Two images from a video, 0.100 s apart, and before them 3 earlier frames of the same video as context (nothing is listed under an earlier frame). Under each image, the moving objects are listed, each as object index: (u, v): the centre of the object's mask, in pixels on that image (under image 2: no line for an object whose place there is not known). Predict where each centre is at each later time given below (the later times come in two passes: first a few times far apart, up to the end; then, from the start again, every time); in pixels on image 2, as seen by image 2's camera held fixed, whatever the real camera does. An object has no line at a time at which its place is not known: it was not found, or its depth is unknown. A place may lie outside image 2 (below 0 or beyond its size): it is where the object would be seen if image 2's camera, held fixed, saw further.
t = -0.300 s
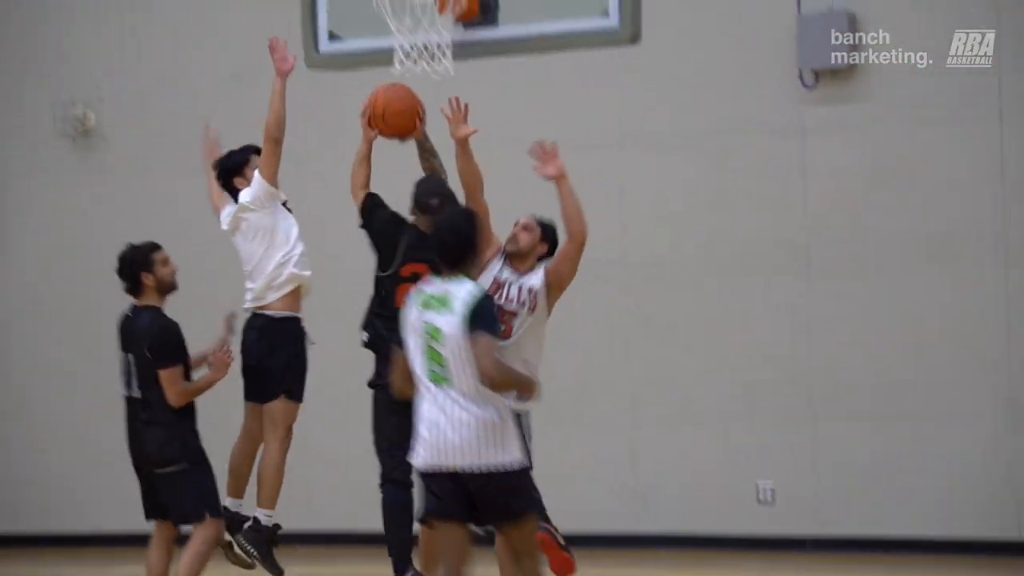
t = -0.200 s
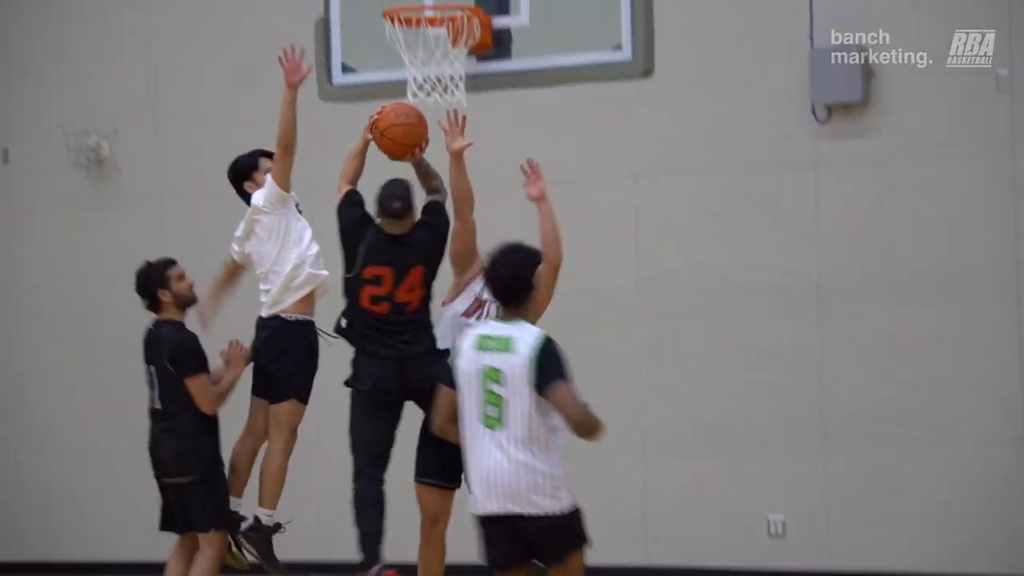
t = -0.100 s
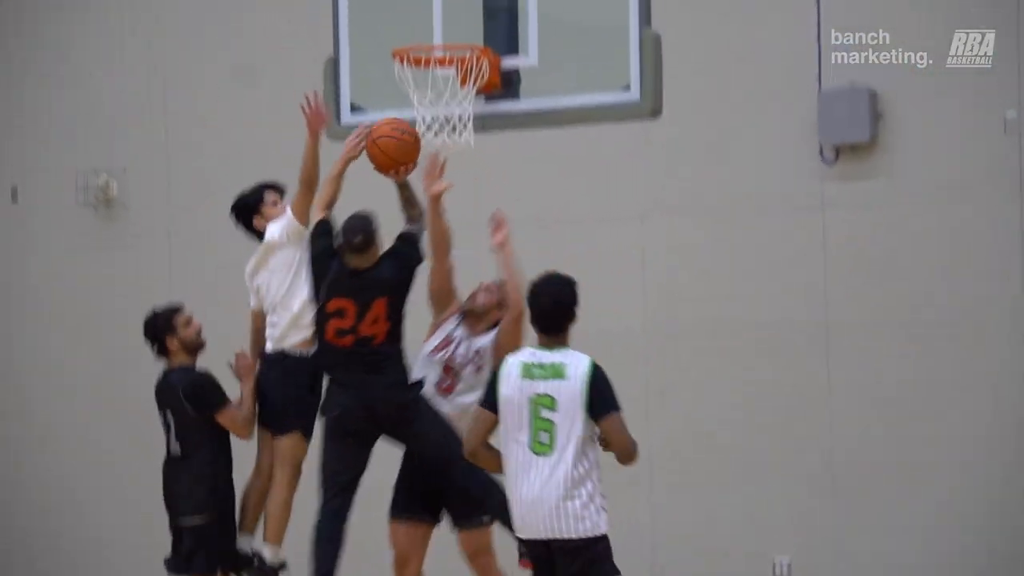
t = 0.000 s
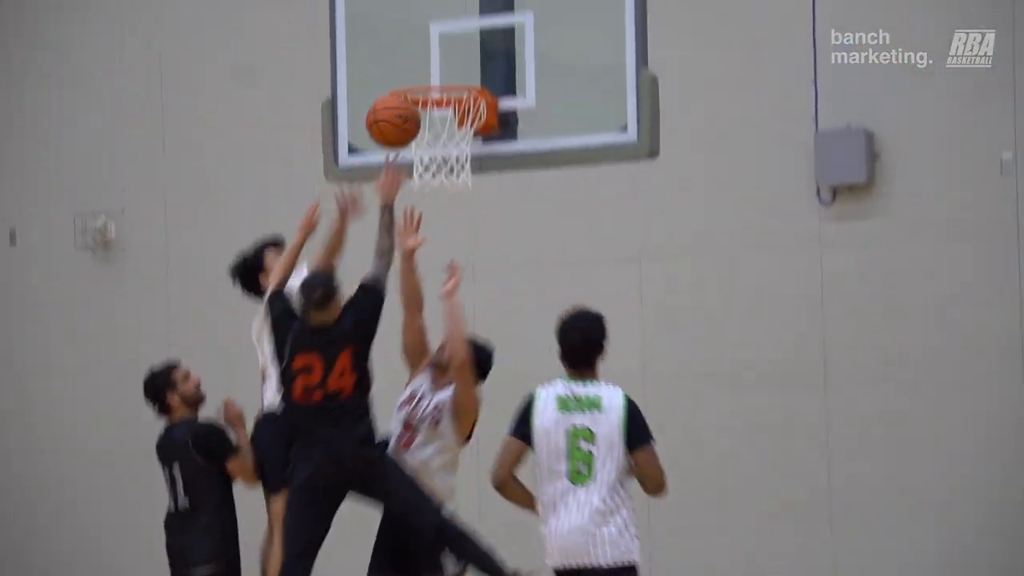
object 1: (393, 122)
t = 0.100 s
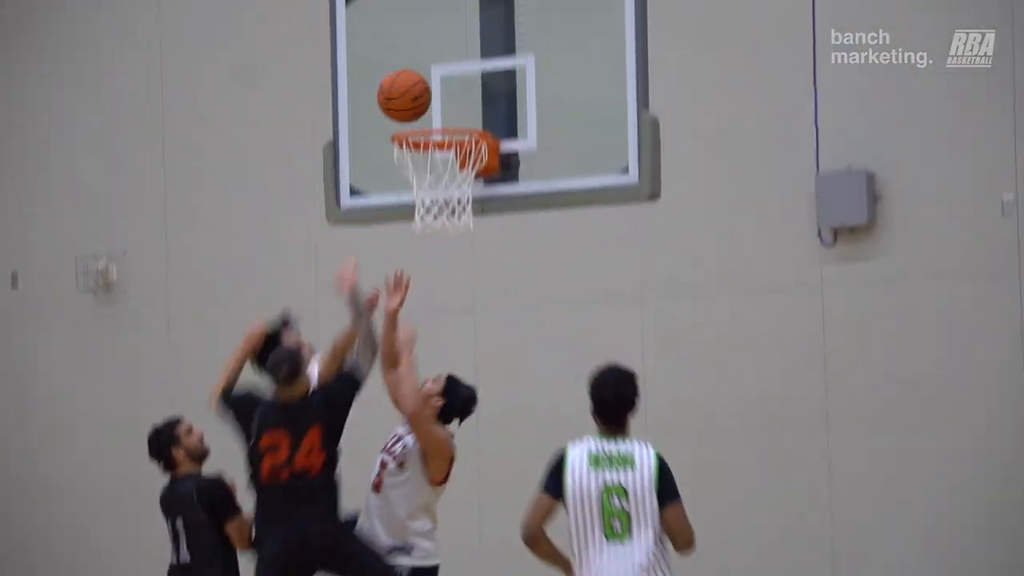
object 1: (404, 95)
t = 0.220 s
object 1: (416, 46)
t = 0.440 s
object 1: (439, 36)
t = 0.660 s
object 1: (461, 115)
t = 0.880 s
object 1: (436, 207)
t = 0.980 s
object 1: (419, 241)
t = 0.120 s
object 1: (406, 85)
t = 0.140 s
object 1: (408, 75)
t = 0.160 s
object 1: (410, 65)
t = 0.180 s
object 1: (412, 59)
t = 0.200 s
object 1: (414, 53)
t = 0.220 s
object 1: (416, 46)
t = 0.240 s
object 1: (418, 40)
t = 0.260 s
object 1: (420, 36)
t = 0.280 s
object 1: (423, 33)
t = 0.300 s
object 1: (425, 30)
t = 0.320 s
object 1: (427, 28)
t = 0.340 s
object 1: (429, 28)
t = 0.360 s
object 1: (431, 28)
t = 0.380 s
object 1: (433, 29)
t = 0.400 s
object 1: (435, 30)
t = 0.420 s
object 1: (437, 33)
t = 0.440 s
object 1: (439, 36)
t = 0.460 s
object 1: (441, 40)
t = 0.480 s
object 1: (443, 45)
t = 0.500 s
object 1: (444, 50)
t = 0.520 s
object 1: (447, 57)
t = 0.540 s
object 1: (449, 64)
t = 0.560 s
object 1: (451, 73)
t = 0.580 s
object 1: (453, 81)
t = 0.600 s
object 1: (455, 91)
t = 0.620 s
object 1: (457, 101)
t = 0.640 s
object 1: (459, 109)
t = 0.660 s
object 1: (461, 115)
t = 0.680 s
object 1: (461, 120)
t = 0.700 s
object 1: (457, 141)
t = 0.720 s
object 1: (457, 153)
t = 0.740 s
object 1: (457, 158)
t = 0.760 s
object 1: (453, 167)
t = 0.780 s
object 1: (452, 177)
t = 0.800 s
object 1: (450, 183)
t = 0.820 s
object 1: (445, 191)
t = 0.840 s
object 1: (443, 195)
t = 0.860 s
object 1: (440, 200)
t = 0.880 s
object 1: (436, 207)
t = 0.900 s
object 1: (432, 210)
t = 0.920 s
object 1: (429, 216)
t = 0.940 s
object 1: (426, 224)
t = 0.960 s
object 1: (422, 233)
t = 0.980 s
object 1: (419, 241)
